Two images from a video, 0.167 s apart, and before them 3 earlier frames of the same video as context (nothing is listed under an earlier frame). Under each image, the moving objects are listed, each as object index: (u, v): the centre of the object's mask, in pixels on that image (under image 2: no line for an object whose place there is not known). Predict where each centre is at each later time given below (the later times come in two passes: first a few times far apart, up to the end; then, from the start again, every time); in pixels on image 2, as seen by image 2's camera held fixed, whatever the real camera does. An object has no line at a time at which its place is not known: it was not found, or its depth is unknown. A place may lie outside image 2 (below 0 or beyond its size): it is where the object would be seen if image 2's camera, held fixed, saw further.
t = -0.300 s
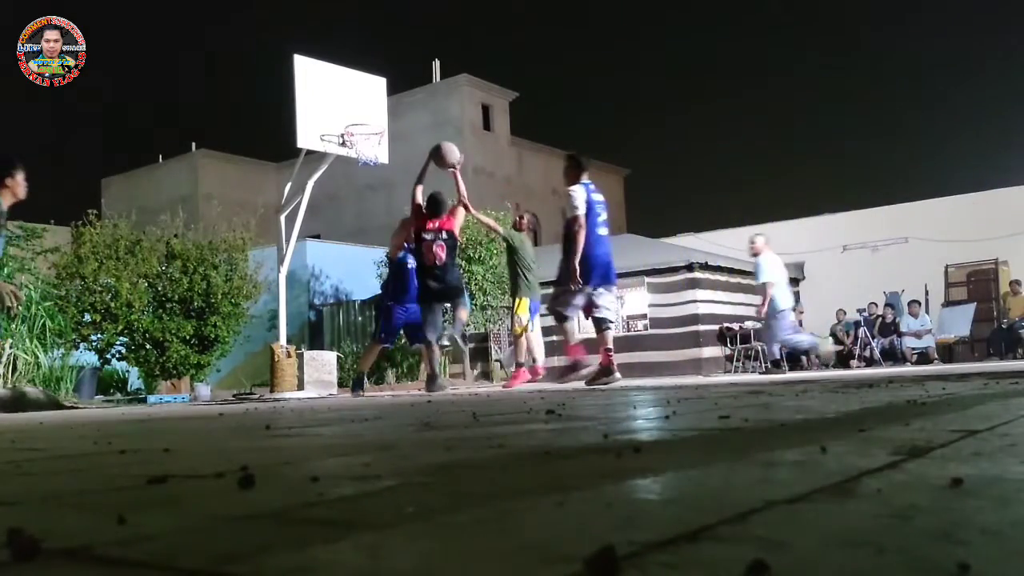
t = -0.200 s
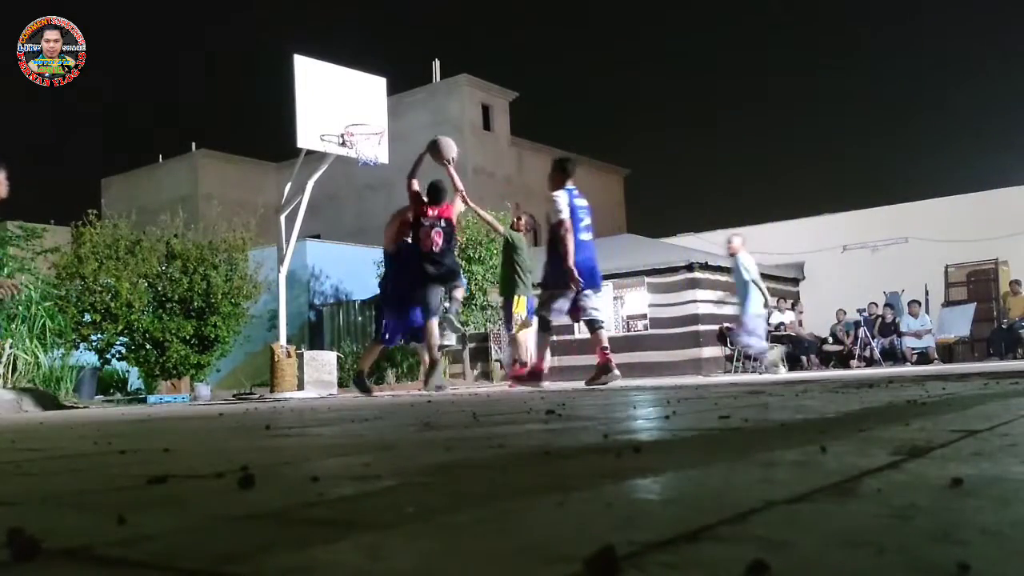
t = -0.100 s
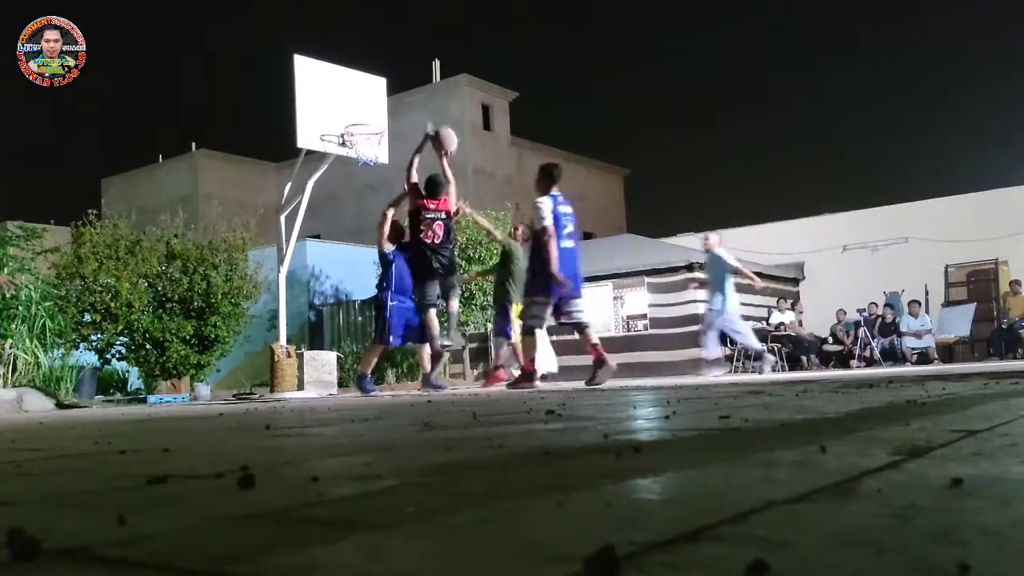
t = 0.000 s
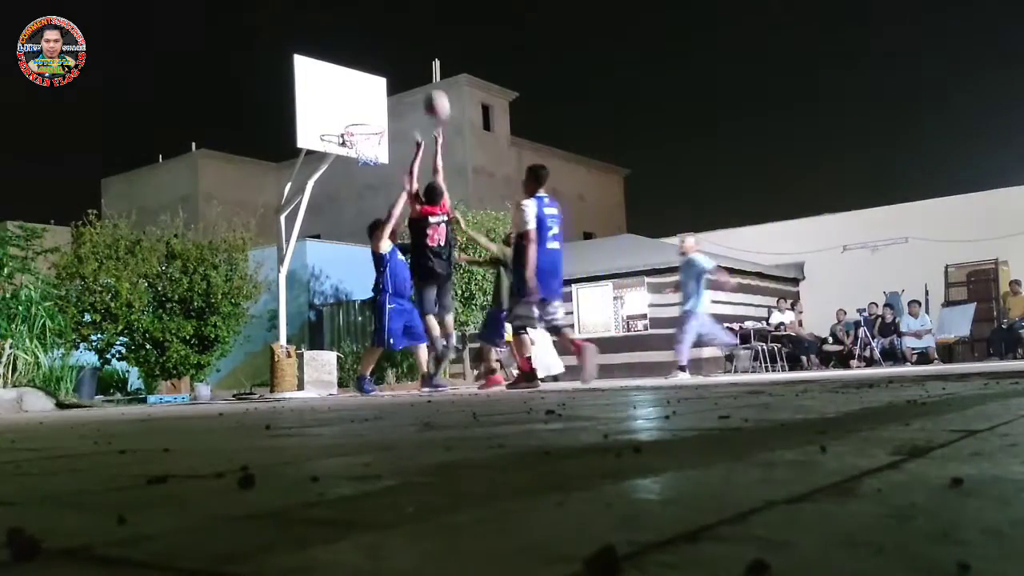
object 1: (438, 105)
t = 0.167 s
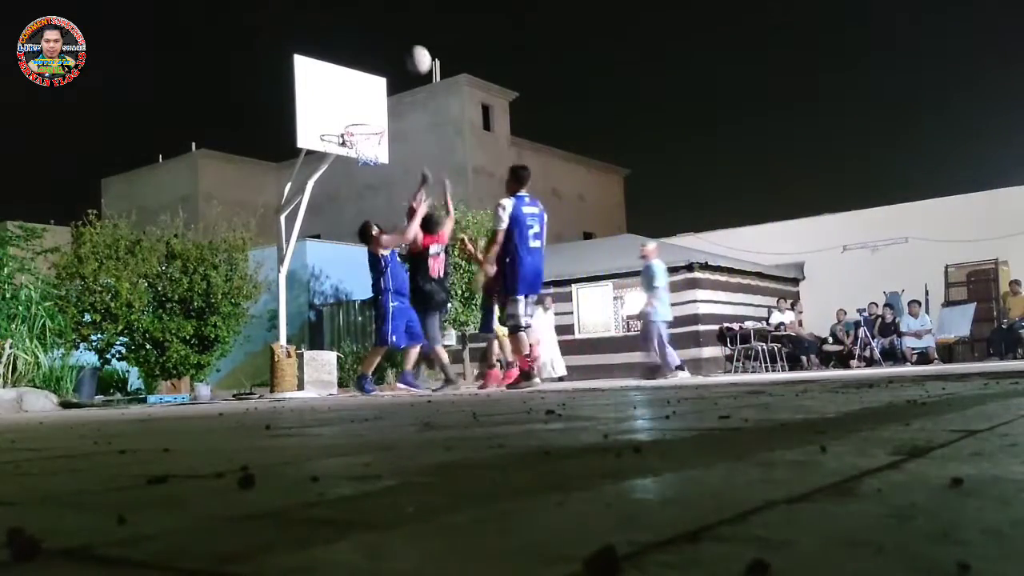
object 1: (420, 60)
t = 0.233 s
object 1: (413, 50)
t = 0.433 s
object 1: (395, 46)
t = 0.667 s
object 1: (381, 83)
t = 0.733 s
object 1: (377, 103)
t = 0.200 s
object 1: (417, 54)
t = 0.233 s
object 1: (413, 50)
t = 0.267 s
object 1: (410, 47)
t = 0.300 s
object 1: (407, 44)
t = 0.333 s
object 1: (404, 44)
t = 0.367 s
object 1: (401, 44)
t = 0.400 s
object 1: (398, 44)
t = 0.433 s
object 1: (395, 46)
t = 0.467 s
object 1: (393, 49)
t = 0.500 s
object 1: (390, 53)
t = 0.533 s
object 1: (388, 58)
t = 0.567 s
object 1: (386, 63)
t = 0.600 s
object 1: (385, 68)
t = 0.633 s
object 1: (383, 75)
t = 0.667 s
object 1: (381, 83)
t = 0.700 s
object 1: (379, 93)
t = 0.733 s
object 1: (377, 103)
